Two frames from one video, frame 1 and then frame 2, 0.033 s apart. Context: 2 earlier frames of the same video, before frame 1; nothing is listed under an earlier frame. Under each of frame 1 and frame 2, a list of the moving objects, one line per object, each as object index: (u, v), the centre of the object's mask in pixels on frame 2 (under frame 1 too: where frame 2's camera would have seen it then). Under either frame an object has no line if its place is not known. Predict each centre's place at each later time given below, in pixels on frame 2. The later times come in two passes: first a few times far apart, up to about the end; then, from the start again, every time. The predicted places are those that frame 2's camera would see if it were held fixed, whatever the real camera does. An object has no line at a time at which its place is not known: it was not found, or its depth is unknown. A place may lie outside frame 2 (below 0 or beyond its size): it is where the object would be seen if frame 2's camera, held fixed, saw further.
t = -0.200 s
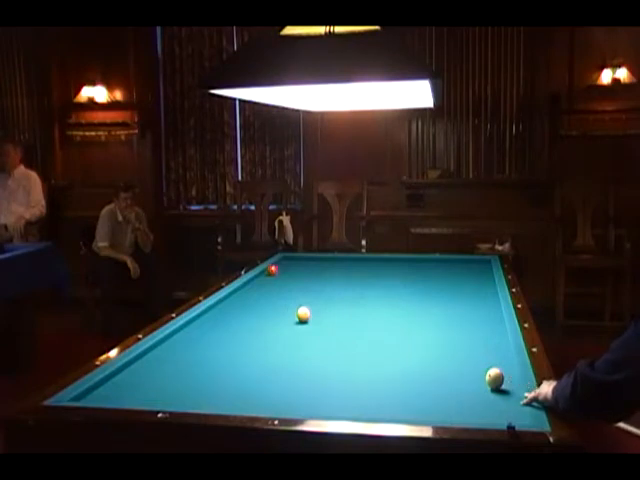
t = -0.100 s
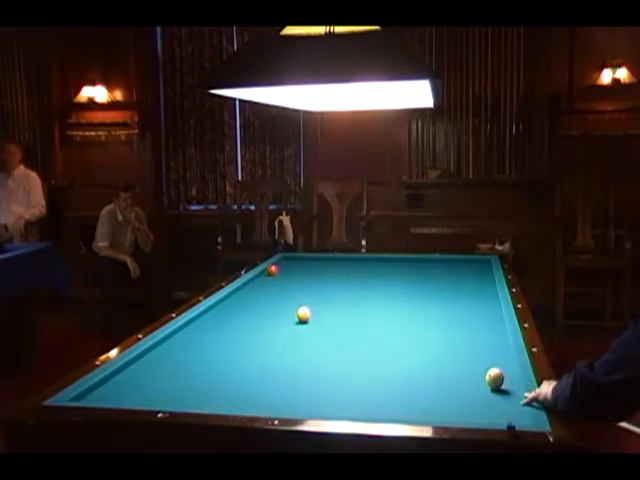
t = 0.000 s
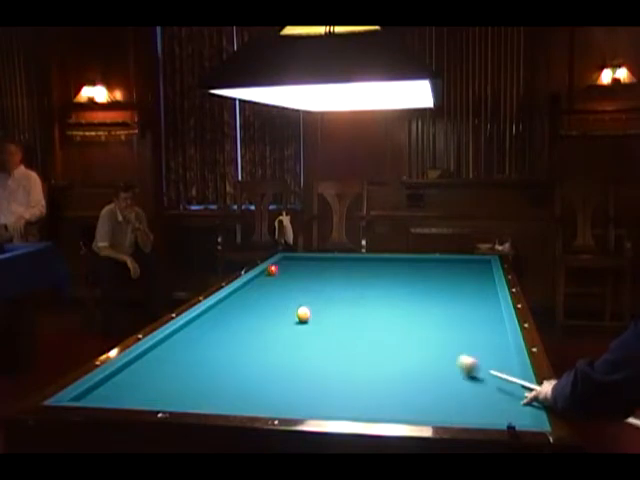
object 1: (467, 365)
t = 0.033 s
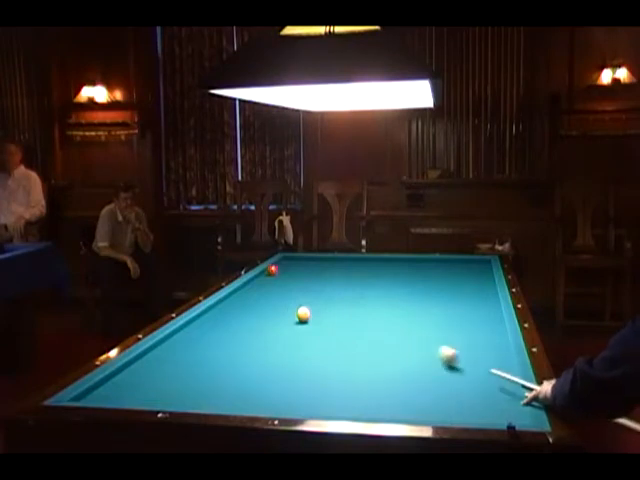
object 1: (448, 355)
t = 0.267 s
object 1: (348, 309)
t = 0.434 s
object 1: (300, 287)
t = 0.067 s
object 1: (430, 347)
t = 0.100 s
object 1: (413, 339)
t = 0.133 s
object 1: (398, 332)
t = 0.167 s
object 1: (384, 326)
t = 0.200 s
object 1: (371, 320)
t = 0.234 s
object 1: (359, 314)
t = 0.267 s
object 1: (348, 309)
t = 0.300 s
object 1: (337, 304)
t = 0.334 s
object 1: (327, 300)
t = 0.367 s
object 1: (318, 295)
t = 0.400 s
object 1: (309, 291)
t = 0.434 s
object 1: (300, 287)
